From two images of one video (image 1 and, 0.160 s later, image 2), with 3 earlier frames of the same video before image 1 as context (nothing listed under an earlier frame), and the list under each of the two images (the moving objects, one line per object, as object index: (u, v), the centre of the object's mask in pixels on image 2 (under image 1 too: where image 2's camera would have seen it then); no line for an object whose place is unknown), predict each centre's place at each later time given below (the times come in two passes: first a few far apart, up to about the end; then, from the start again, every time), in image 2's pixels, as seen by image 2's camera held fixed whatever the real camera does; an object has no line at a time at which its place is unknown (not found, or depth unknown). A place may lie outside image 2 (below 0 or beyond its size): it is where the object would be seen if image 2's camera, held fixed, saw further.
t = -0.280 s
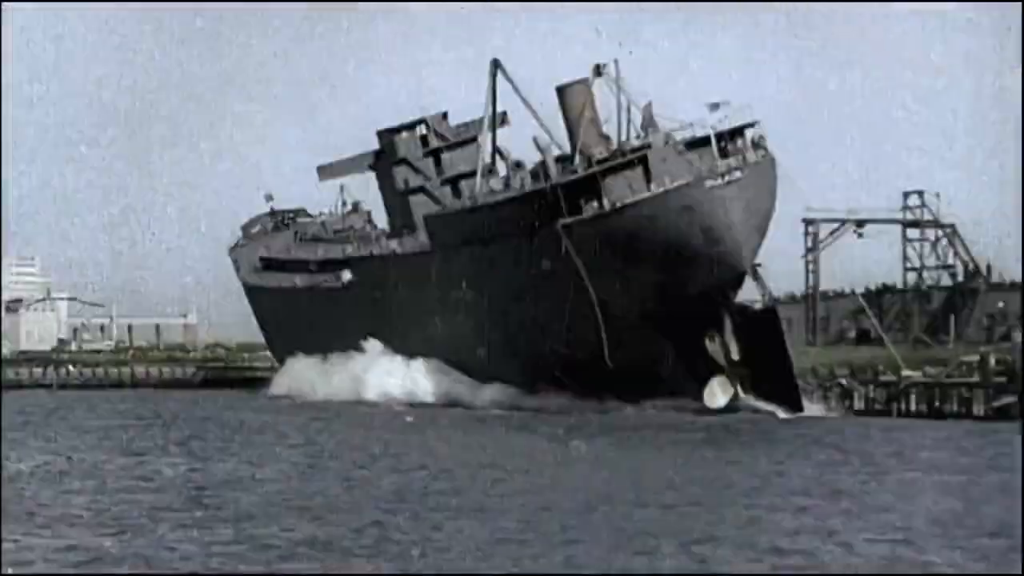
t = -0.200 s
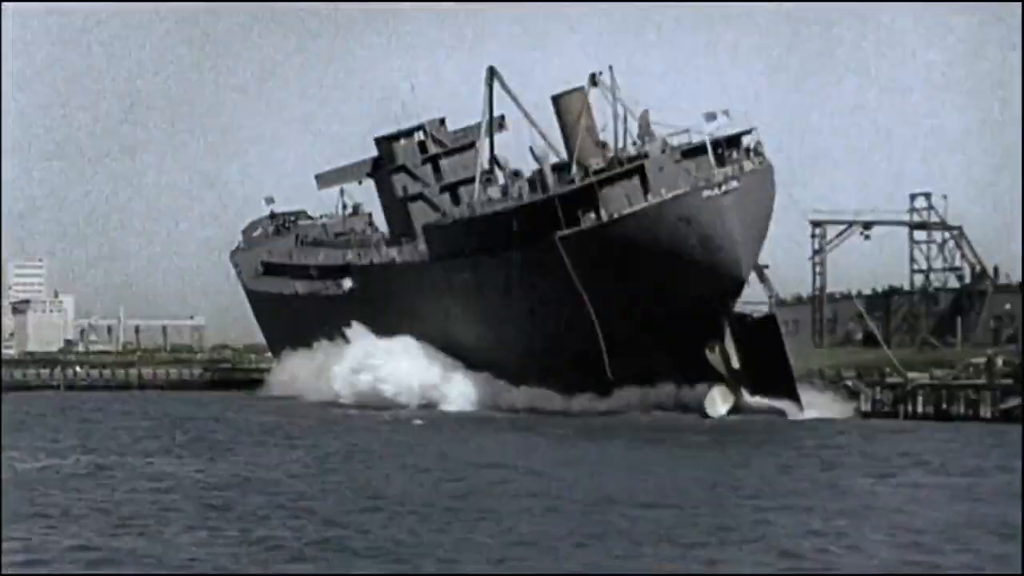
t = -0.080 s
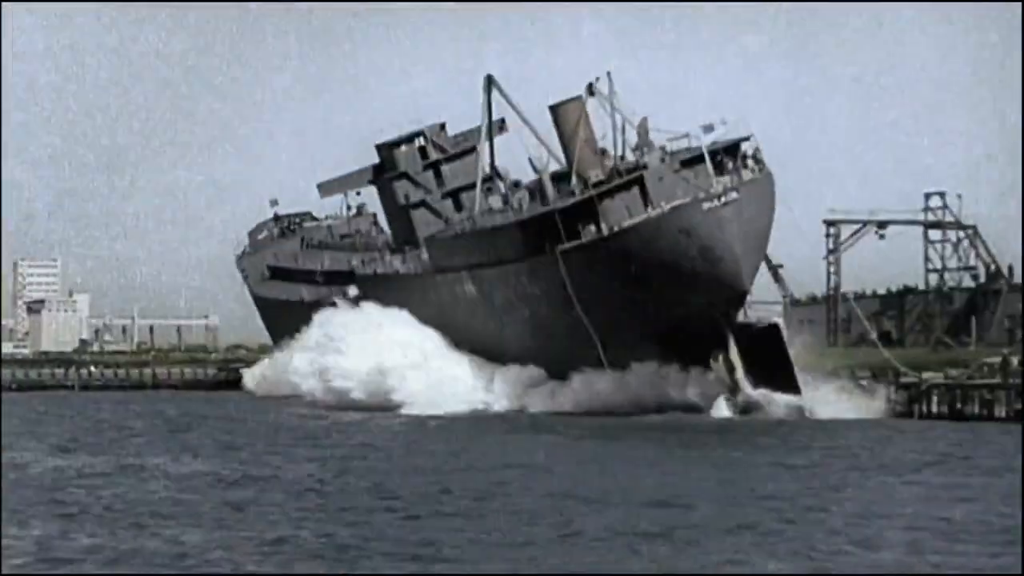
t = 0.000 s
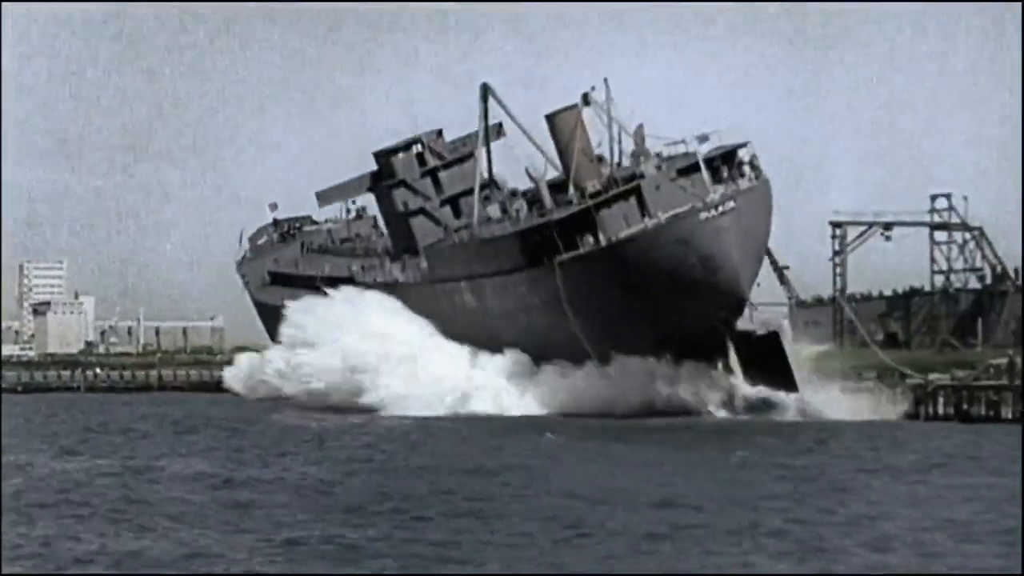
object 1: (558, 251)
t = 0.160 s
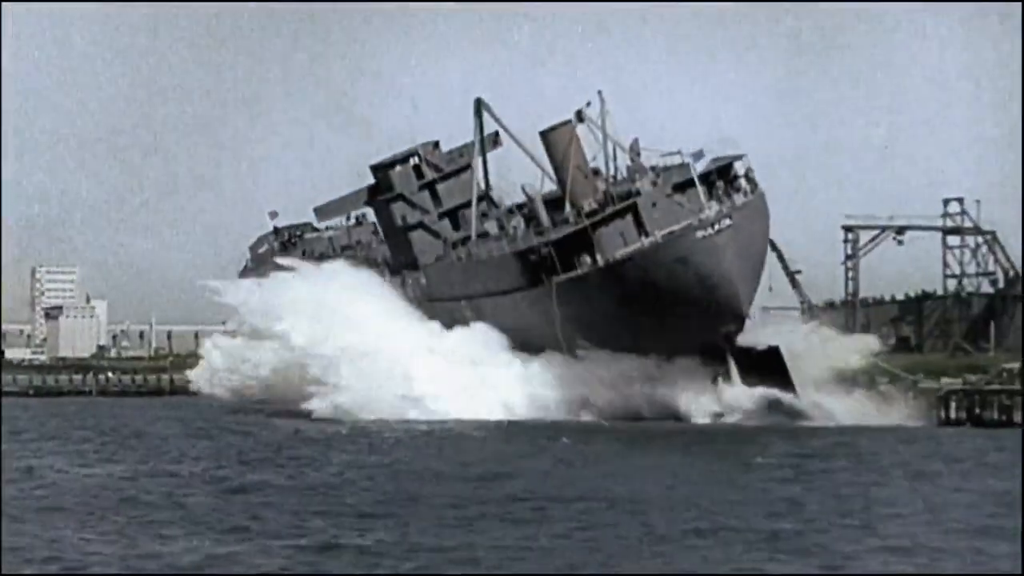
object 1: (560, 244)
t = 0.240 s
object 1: (561, 246)
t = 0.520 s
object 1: (566, 248)
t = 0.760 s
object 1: (567, 258)
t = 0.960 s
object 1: (558, 261)
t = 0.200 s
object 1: (561, 244)
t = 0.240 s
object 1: (561, 246)
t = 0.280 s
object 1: (566, 247)
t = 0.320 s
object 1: (564, 245)
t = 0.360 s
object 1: (565, 245)
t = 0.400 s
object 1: (566, 246)
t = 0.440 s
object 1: (565, 246)
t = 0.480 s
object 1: (566, 247)
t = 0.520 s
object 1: (566, 248)
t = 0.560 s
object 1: (566, 249)
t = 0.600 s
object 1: (565, 251)
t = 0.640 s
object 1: (565, 252)
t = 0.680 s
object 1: (565, 252)
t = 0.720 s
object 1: (568, 256)
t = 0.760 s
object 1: (567, 258)
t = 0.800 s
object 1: (567, 258)
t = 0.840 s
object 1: (562, 257)
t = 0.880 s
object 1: (564, 261)
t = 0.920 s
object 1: (558, 260)
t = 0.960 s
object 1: (558, 261)
